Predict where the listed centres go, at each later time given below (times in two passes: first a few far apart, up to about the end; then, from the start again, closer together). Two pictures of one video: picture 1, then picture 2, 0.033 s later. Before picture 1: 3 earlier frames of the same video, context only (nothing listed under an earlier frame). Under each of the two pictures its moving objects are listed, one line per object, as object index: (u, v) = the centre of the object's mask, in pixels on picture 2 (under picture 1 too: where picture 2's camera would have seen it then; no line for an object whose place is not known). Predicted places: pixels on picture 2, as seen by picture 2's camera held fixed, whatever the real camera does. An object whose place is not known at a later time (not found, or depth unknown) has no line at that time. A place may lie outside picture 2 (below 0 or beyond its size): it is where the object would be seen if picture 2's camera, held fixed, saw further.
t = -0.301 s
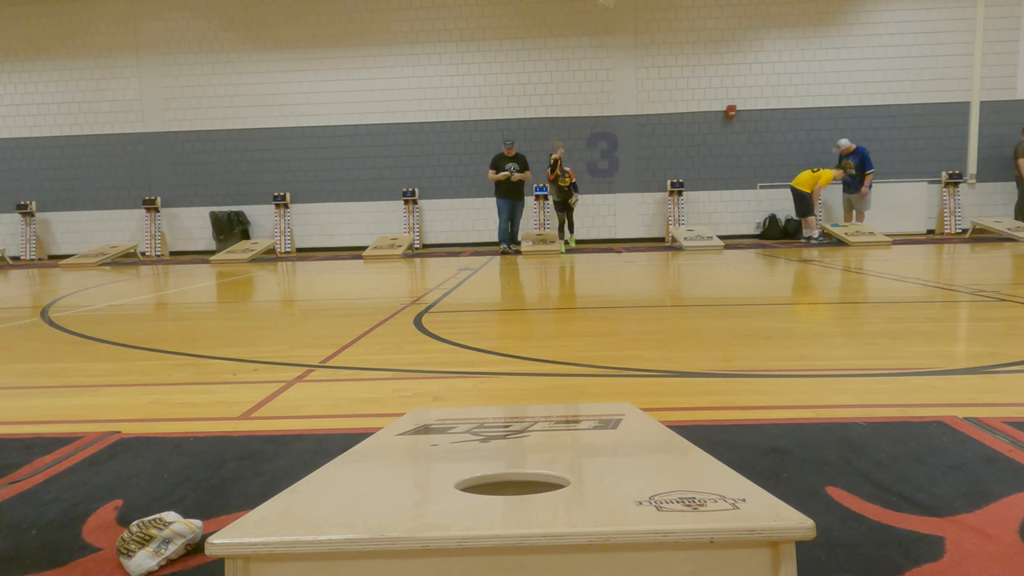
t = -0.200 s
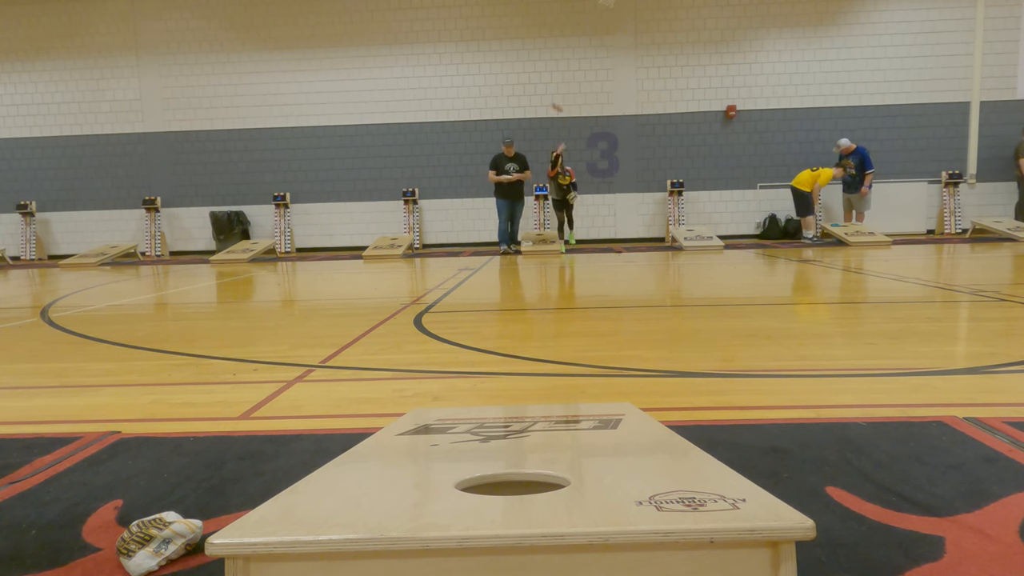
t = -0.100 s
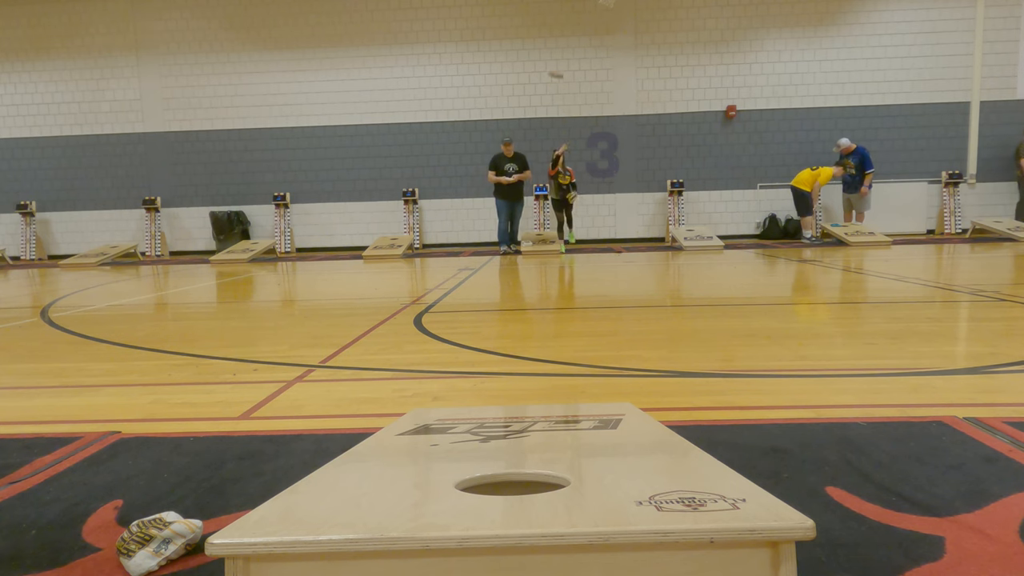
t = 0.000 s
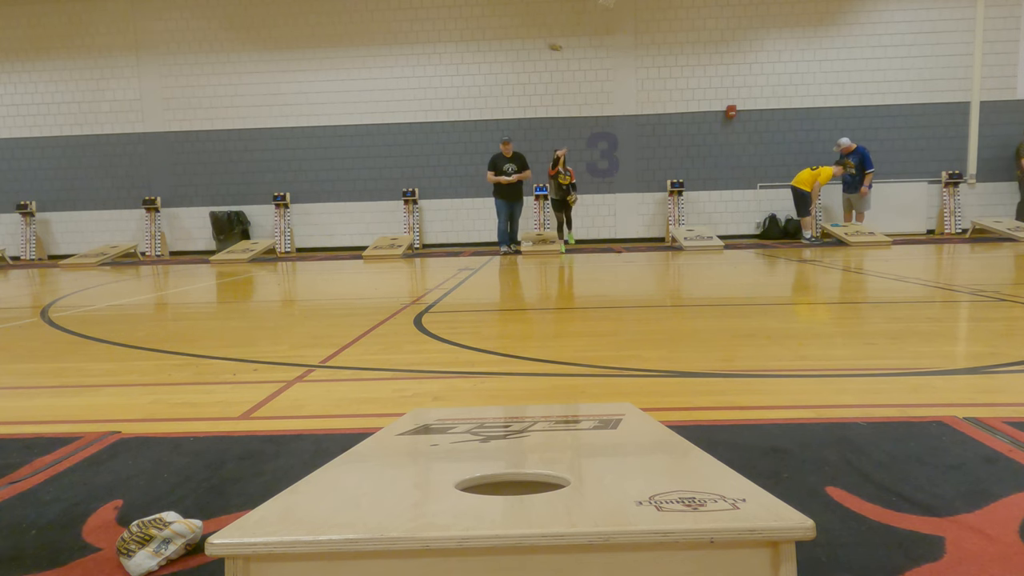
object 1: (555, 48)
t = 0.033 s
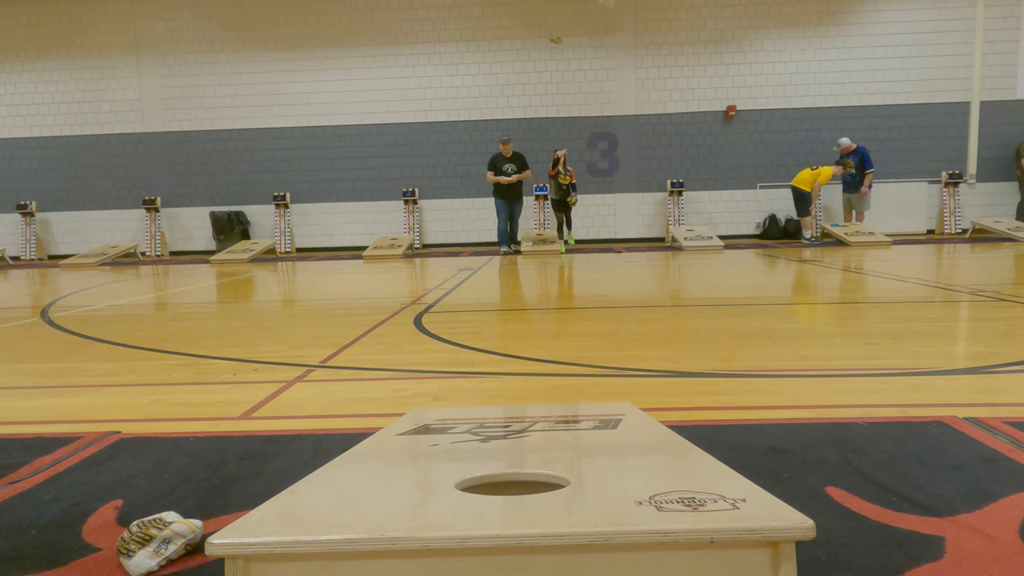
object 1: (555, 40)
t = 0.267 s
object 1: (552, 7)
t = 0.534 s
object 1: (550, 85)
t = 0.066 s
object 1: (555, 33)
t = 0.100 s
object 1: (553, 25)
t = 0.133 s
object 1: (552, 19)
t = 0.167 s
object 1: (553, 14)
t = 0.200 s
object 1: (553, 10)
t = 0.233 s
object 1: (552, 7)
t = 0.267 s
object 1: (552, 7)
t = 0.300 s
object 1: (550, 7)
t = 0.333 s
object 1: (550, 10)
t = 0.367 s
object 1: (551, 15)
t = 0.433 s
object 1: (550, 32)
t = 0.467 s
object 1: (550, 45)
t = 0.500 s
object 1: (549, 62)
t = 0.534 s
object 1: (550, 85)
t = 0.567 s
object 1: (551, 115)
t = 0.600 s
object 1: (547, 148)
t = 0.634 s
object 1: (552, 198)
